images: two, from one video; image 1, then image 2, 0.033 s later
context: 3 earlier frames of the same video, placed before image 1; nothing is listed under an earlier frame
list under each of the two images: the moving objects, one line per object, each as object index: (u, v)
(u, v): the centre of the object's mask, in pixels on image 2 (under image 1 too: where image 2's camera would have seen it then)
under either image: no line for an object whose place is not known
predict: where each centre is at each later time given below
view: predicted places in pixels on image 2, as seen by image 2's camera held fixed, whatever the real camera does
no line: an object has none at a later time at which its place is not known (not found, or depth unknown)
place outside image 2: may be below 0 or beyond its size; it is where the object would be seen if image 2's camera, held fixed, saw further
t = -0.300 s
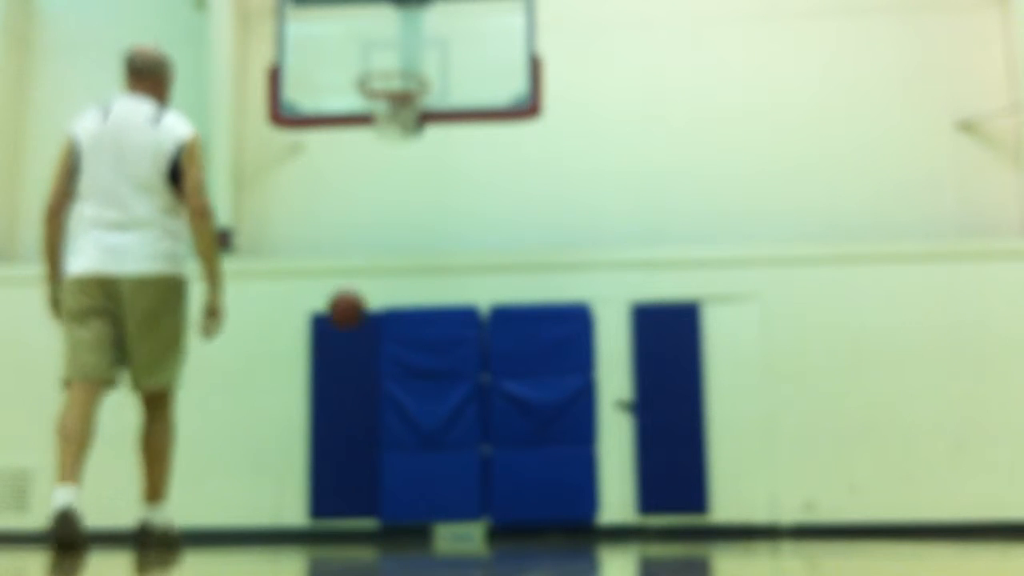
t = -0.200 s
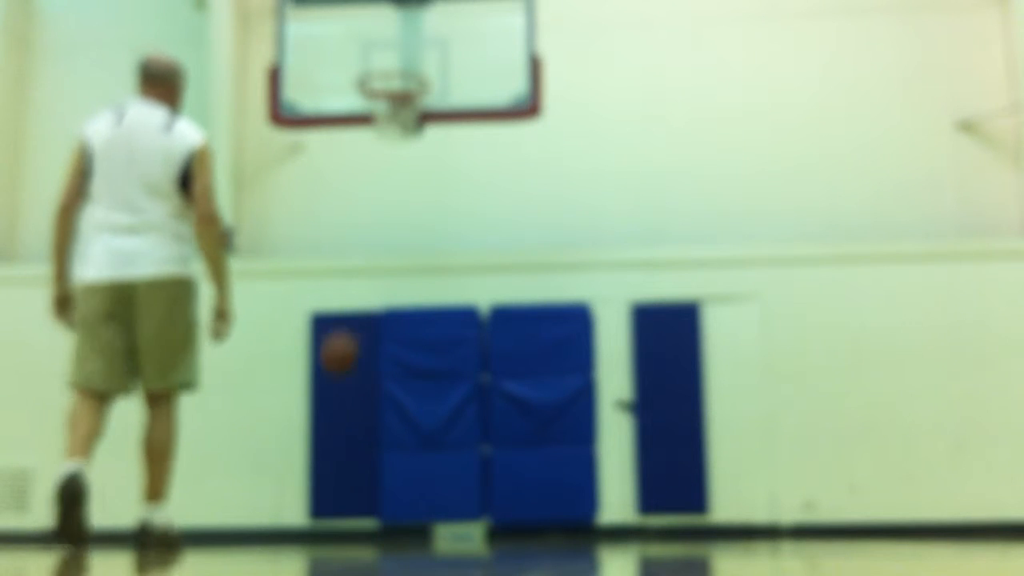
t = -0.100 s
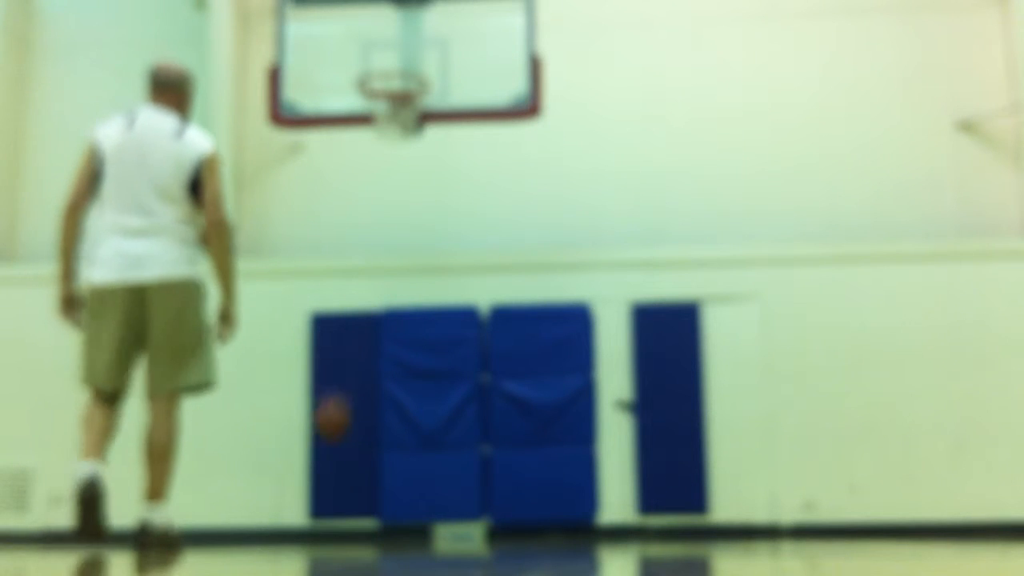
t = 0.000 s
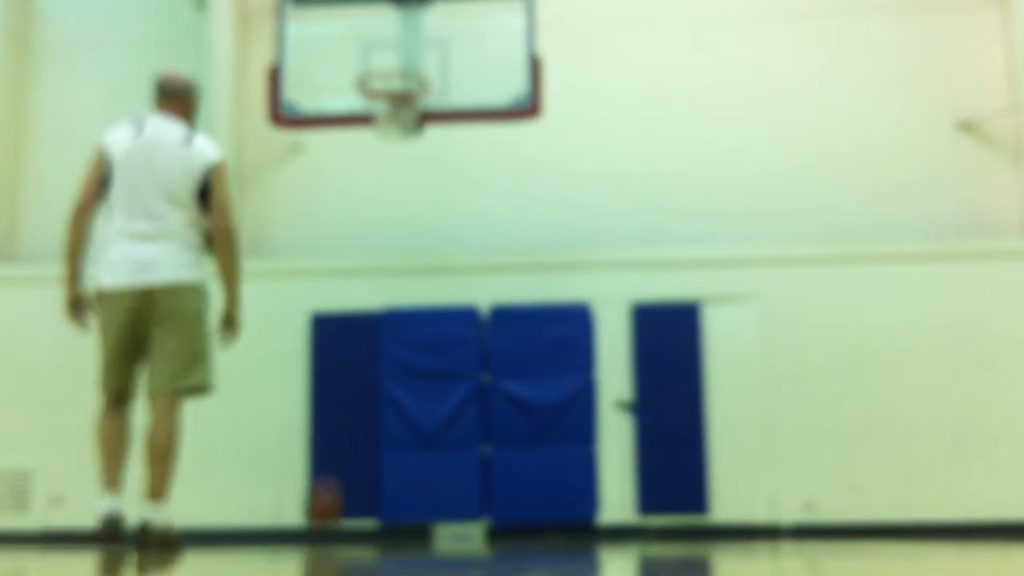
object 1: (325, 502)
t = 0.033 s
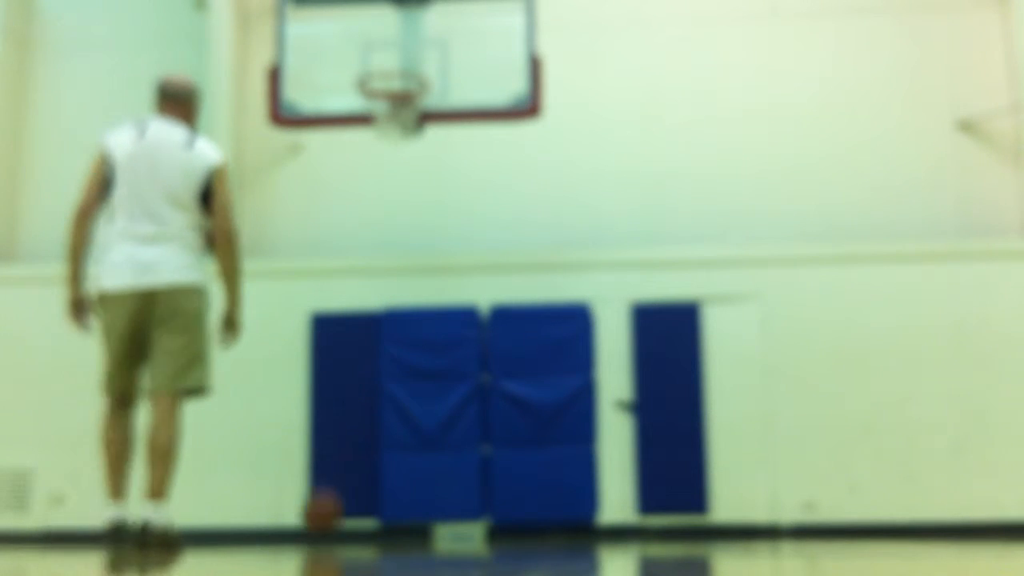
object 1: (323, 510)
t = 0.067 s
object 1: (323, 491)
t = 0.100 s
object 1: (321, 471)
